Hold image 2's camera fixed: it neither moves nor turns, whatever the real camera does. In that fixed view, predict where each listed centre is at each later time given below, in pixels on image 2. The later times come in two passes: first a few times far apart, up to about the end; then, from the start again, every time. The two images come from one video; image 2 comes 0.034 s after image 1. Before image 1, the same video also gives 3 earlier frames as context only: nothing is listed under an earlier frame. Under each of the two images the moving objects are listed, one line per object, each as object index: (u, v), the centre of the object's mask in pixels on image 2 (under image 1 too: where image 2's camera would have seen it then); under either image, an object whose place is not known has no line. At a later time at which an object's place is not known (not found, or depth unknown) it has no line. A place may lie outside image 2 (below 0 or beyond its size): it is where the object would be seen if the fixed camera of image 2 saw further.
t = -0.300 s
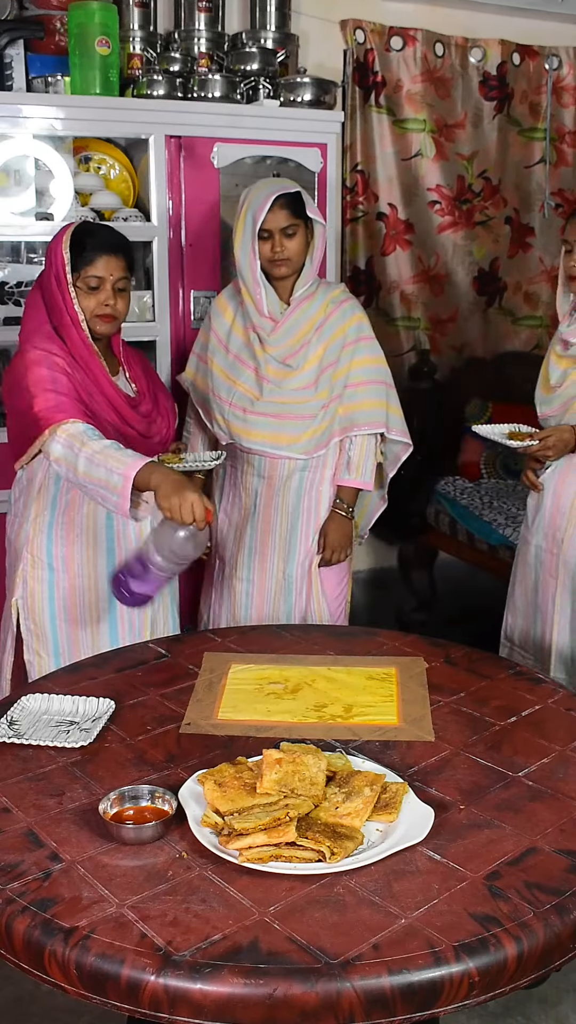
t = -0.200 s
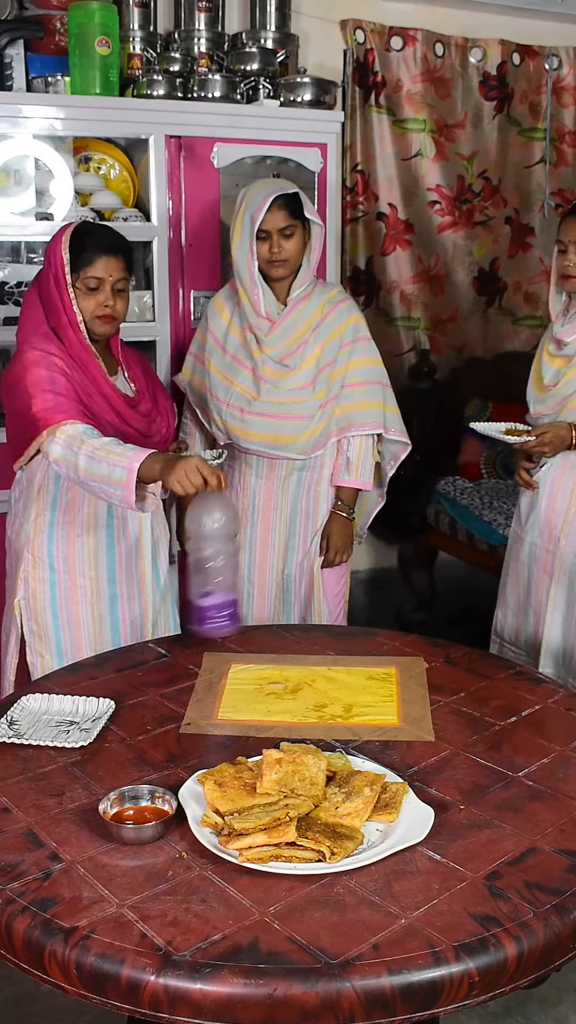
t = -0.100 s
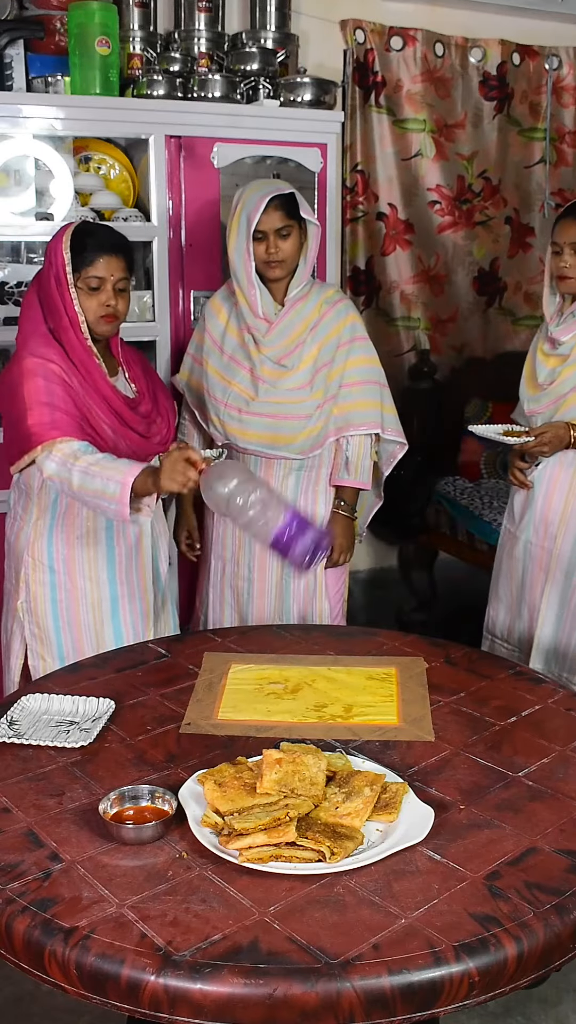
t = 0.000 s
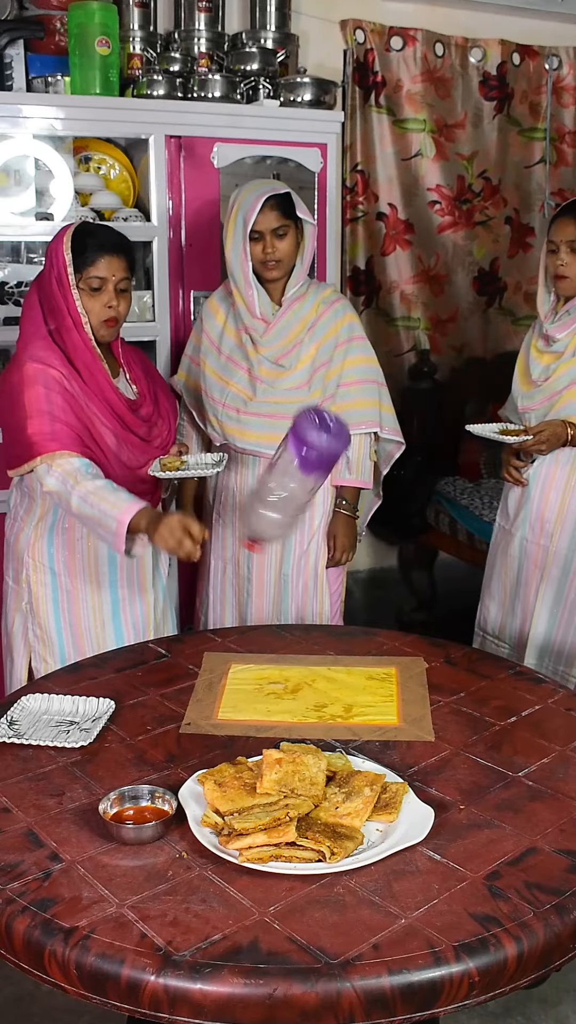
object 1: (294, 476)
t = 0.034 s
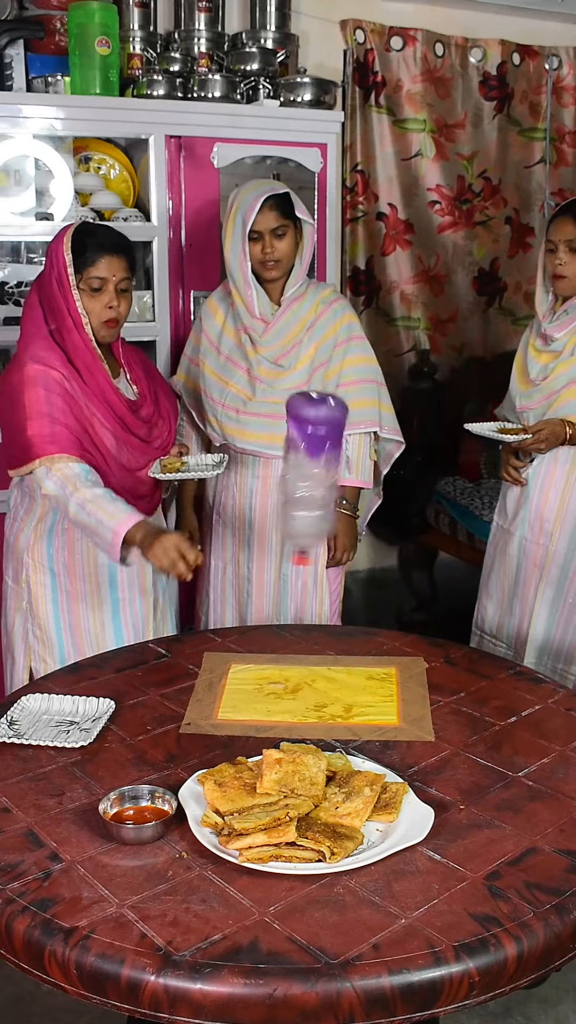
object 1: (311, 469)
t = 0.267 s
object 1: (351, 477)
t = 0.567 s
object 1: (317, 620)
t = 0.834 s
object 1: (292, 630)
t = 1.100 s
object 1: (273, 656)
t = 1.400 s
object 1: (257, 662)
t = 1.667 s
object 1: (243, 669)
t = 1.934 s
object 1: (225, 677)
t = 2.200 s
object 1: (206, 684)
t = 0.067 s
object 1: (331, 466)
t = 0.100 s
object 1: (350, 456)
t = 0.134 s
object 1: (362, 444)
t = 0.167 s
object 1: (367, 436)
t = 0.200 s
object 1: (366, 437)
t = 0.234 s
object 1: (359, 450)
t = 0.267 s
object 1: (351, 477)
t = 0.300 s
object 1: (342, 515)
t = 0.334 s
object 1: (336, 564)
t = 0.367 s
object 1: (333, 616)
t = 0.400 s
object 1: (329, 619)
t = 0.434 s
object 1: (327, 620)
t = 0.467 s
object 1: (325, 620)
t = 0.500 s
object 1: (322, 620)
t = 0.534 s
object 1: (320, 620)
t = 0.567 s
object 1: (317, 620)
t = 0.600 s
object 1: (315, 620)
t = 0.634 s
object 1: (312, 620)
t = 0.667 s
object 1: (308, 620)
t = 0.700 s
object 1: (305, 622)
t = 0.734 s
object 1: (302, 623)
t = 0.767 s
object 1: (299, 624)
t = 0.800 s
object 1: (296, 626)
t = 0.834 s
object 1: (292, 630)
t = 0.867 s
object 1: (287, 634)
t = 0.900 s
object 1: (282, 641)
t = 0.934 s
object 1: (278, 651)
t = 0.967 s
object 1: (277, 651)
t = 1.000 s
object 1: (277, 652)
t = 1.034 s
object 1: (275, 654)
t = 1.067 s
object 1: (274, 655)
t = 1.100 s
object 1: (273, 656)
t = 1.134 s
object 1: (271, 656)
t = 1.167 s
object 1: (270, 657)
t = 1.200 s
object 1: (268, 658)
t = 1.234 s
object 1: (266, 659)
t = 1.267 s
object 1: (264, 660)
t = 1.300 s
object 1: (263, 660)
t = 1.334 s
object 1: (261, 661)
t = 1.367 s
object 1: (259, 662)
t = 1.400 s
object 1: (257, 662)
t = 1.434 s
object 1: (255, 663)
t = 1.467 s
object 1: (254, 663)
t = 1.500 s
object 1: (252, 664)
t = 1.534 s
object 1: (250, 665)
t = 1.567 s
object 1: (249, 666)
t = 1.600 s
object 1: (246, 667)
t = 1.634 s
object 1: (244, 668)
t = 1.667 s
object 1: (243, 669)
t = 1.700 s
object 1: (240, 670)
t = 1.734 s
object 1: (237, 671)
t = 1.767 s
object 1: (236, 672)
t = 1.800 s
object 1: (234, 673)
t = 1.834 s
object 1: (231, 673)
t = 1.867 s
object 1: (229, 674)
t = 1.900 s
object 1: (227, 675)
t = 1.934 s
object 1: (225, 677)
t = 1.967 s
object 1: (222, 678)
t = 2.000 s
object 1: (220, 678)
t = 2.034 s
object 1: (218, 679)
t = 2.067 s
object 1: (216, 680)
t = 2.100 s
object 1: (214, 681)
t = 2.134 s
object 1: (212, 682)
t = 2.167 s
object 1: (209, 683)
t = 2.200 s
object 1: (206, 684)
